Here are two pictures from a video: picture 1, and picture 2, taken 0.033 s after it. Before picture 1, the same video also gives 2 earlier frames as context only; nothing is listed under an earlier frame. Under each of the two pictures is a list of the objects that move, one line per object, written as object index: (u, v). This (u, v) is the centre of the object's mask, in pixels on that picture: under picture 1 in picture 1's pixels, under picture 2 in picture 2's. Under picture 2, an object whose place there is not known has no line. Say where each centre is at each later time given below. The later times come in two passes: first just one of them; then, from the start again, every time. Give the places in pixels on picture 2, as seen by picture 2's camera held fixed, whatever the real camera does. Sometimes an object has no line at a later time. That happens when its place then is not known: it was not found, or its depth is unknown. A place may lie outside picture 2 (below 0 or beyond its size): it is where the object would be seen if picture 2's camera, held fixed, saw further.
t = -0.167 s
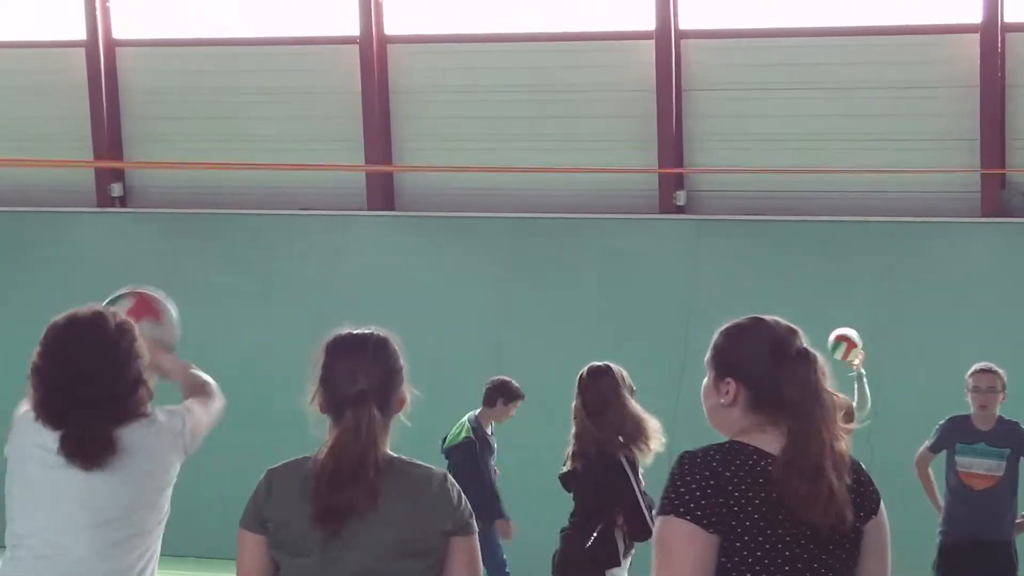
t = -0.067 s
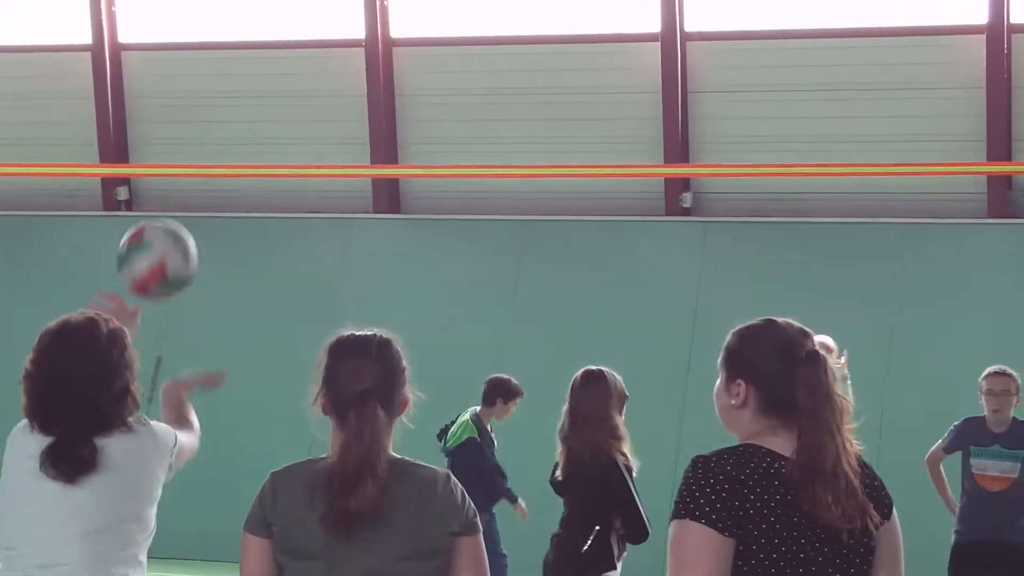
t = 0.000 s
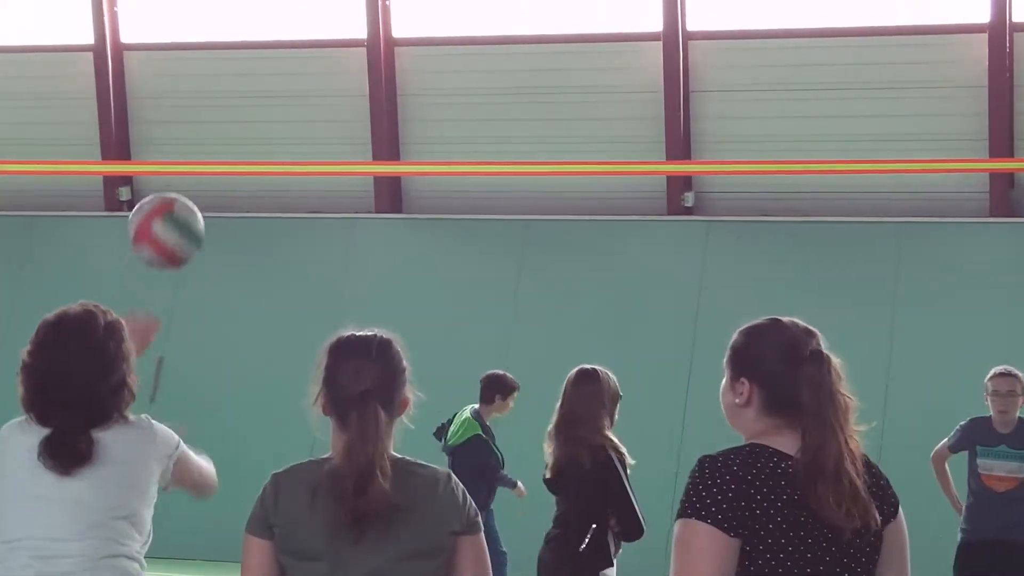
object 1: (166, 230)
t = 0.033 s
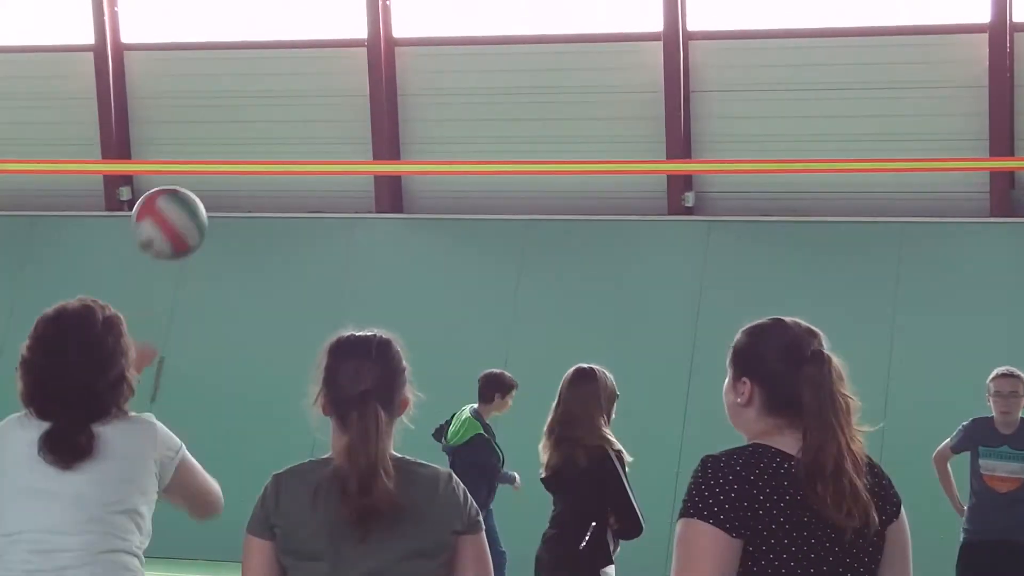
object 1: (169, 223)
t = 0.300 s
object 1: (183, 292)
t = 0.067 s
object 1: (171, 219)
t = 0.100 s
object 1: (174, 219)
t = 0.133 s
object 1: (176, 223)
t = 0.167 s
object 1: (178, 230)
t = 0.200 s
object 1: (180, 242)
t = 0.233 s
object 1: (181, 255)
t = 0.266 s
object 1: (182, 272)
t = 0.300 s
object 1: (183, 292)
